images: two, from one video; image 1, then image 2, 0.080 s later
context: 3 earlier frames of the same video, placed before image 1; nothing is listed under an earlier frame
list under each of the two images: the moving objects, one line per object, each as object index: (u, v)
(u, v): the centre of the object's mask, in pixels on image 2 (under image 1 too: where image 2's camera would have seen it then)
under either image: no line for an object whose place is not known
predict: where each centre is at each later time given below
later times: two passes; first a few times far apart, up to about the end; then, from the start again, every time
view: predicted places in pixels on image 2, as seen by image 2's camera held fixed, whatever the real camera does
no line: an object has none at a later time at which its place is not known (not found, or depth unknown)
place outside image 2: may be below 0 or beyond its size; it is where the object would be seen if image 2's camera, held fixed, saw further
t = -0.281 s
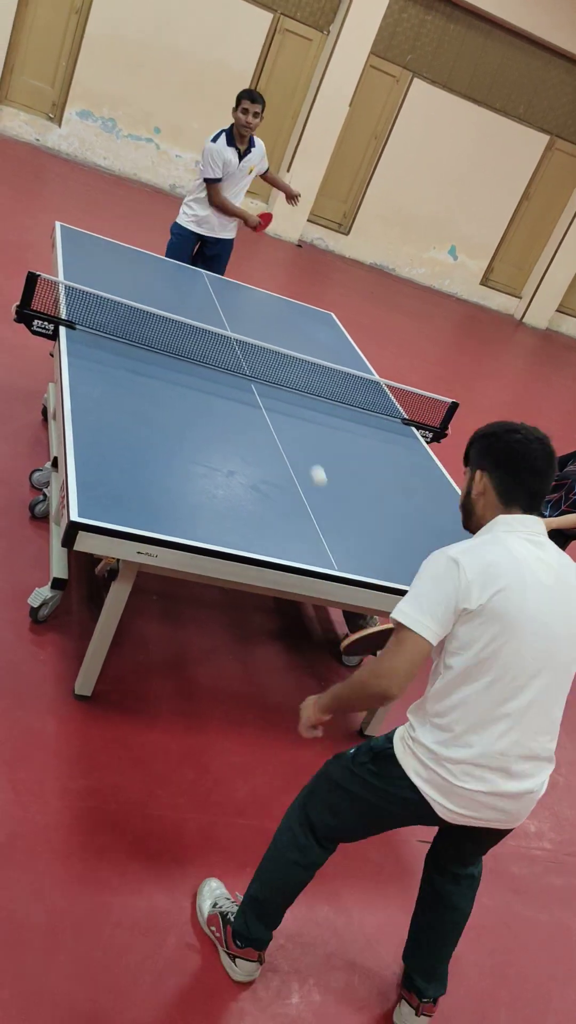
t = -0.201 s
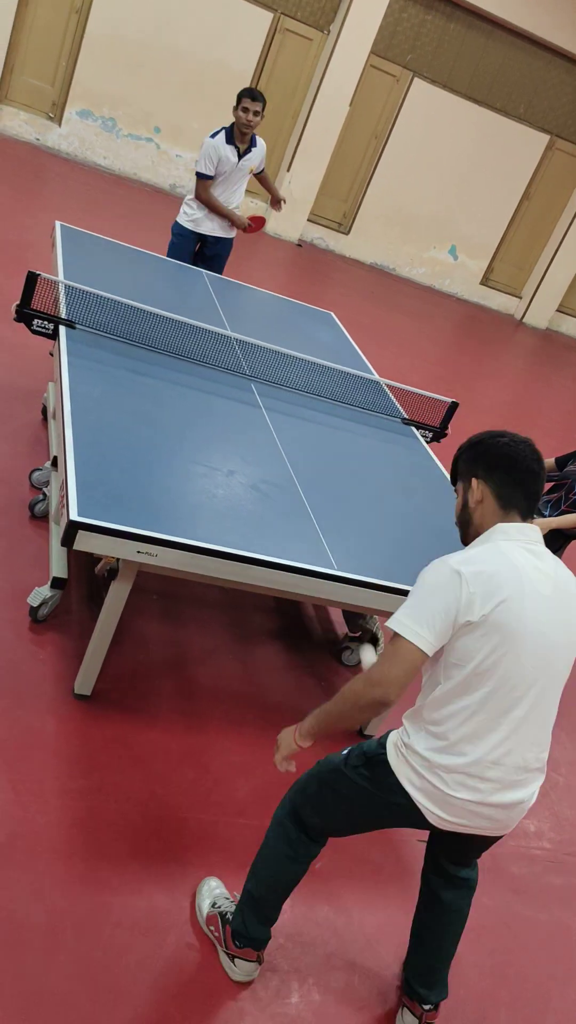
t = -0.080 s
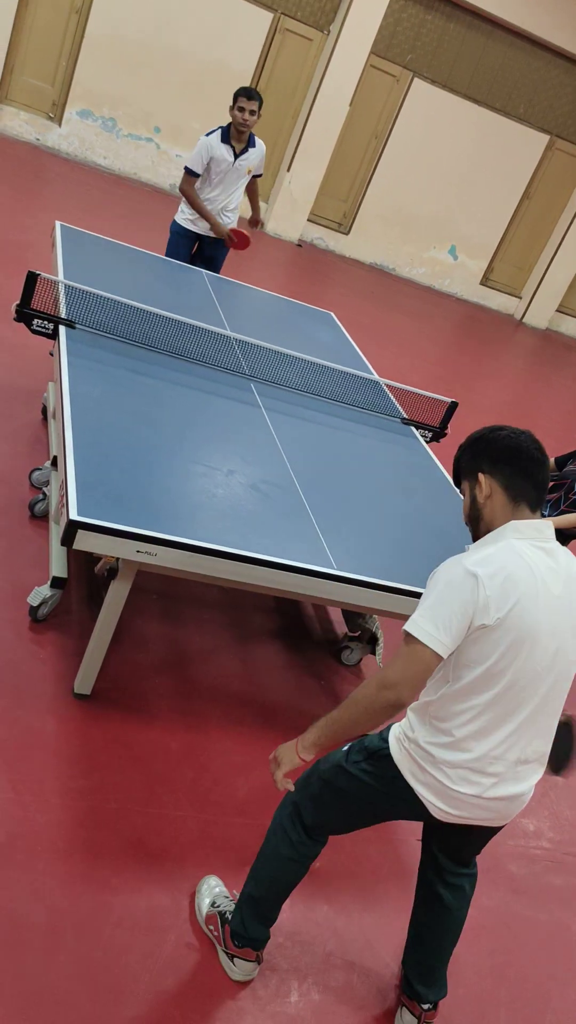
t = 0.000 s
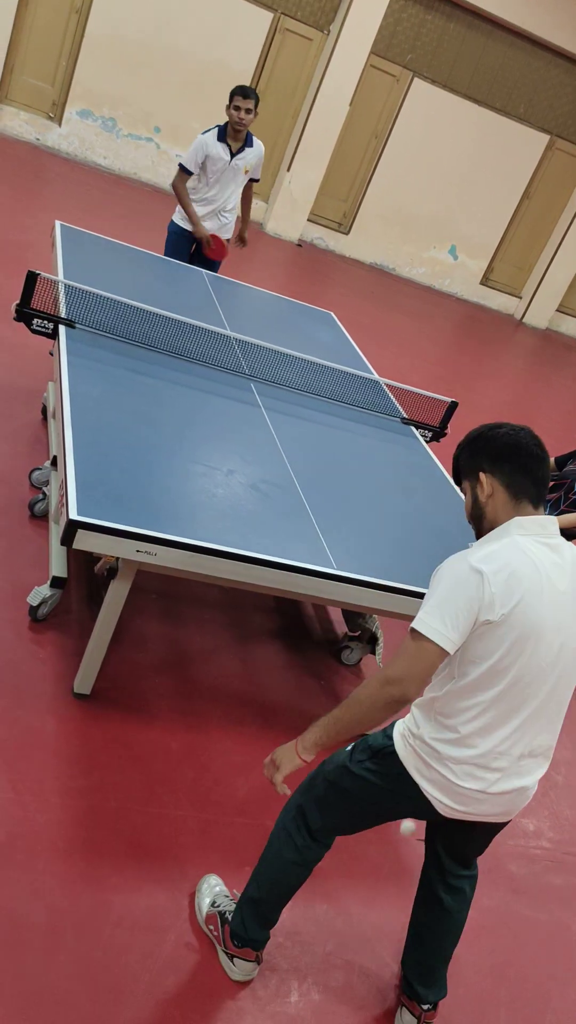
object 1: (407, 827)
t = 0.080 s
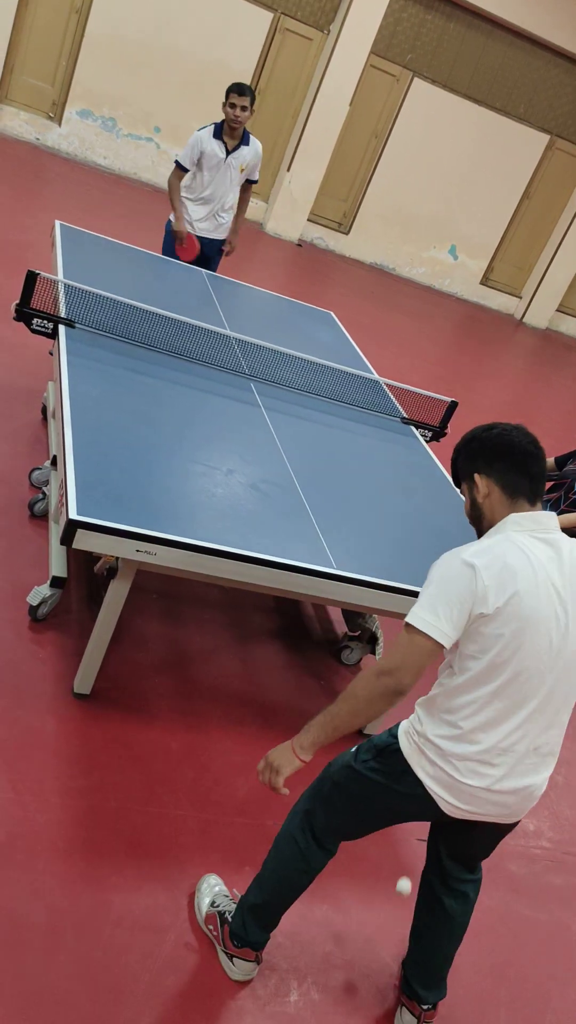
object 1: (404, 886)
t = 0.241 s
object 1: (427, 907)
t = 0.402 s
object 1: (446, 905)
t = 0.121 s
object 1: (398, 919)
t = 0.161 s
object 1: (401, 930)
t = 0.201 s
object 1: (415, 916)
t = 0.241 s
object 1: (427, 907)
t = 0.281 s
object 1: (435, 901)
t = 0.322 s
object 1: (441, 899)
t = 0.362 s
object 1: (445, 900)
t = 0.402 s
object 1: (446, 905)
